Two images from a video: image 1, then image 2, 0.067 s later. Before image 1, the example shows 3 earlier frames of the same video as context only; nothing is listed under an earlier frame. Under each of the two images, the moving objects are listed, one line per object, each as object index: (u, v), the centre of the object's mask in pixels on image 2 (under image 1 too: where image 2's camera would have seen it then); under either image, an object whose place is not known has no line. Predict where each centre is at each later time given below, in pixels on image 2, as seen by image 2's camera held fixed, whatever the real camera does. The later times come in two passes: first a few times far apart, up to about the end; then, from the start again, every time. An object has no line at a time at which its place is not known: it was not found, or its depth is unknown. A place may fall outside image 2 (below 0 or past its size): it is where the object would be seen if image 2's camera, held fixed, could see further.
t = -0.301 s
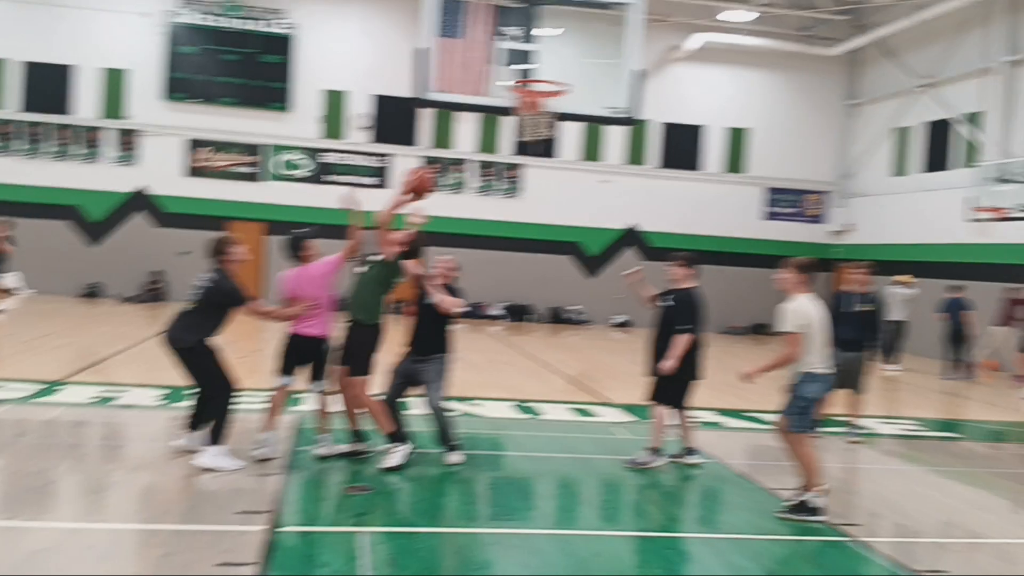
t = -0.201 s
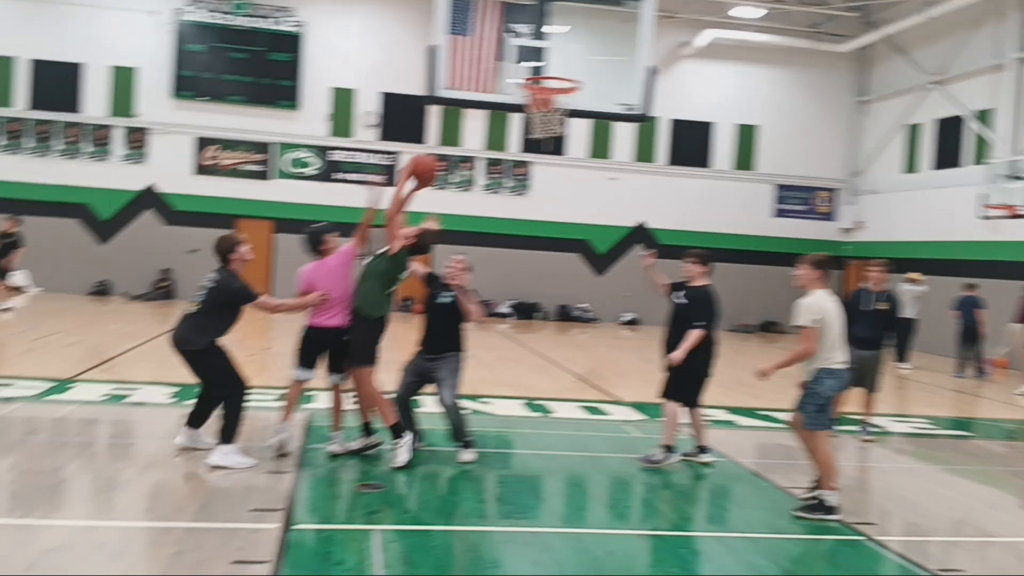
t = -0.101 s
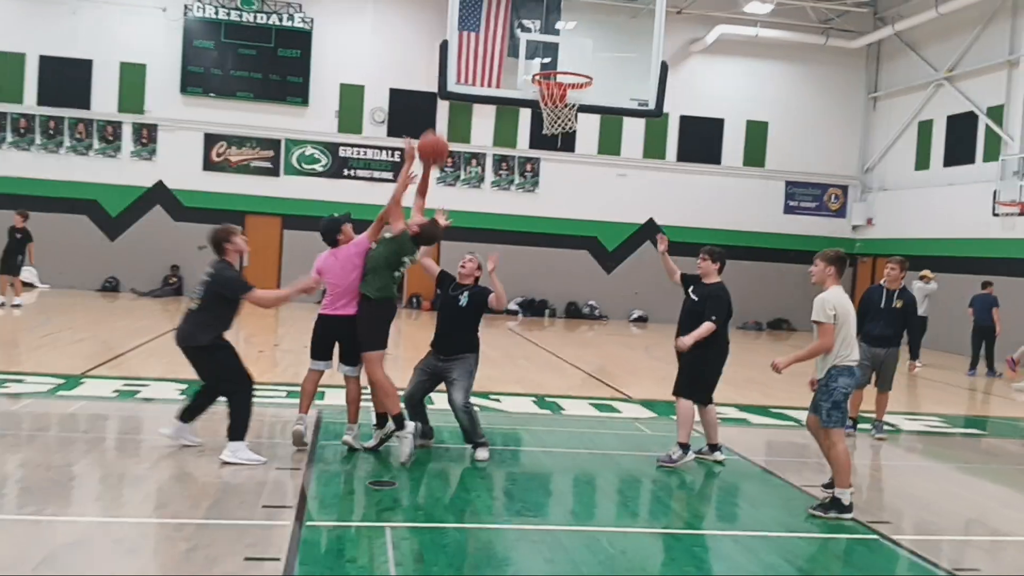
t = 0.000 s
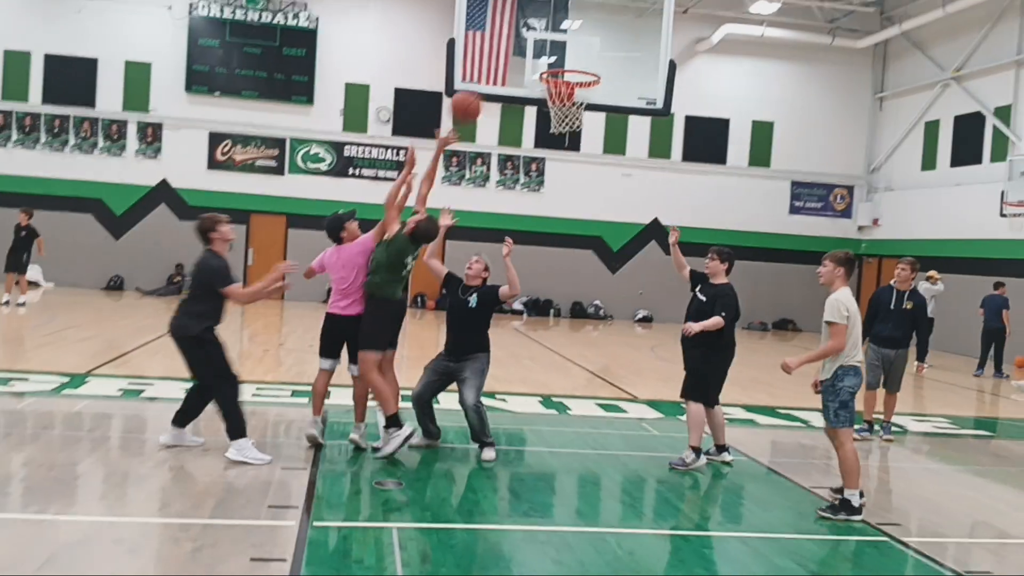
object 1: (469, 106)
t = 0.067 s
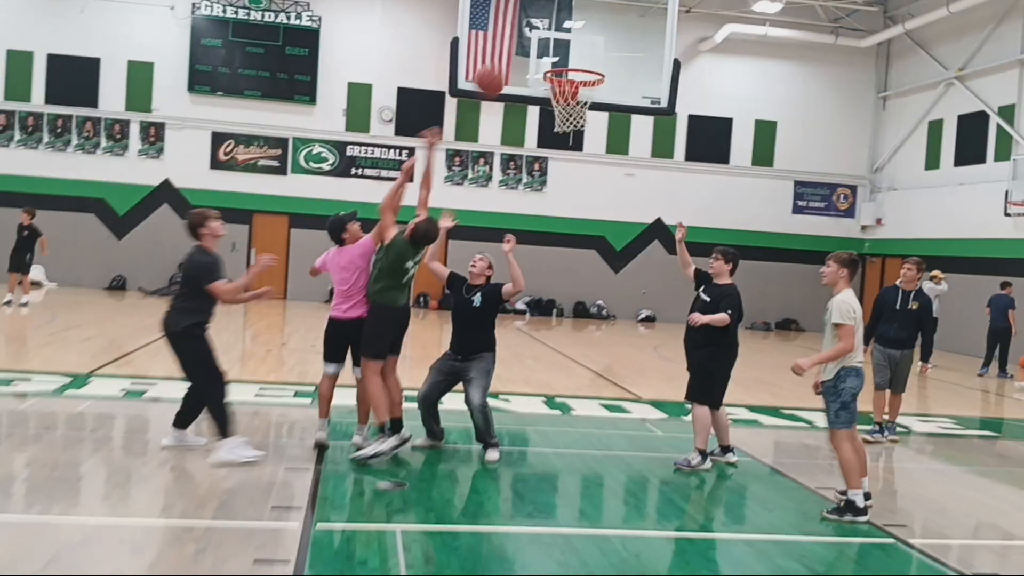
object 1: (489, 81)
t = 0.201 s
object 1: (529, 49)
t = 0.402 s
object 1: (581, 46)
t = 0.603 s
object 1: (616, 49)
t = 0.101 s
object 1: (500, 71)
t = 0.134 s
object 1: (510, 62)
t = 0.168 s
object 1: (519, 54)
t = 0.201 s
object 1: (529, 49)
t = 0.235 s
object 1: (537, 45)
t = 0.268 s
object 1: (548, 42)
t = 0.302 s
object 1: (557, 42)
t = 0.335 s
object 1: (565, 42)
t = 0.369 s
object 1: (573, 43)
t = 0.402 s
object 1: (581, 46)
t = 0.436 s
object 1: (590, 51)
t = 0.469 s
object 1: (599, 56)
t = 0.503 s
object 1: (606, 61)
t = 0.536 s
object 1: (609, 58)
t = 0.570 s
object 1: (612, 53)
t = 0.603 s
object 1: (616, 49)
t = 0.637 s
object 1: (619, 43)
